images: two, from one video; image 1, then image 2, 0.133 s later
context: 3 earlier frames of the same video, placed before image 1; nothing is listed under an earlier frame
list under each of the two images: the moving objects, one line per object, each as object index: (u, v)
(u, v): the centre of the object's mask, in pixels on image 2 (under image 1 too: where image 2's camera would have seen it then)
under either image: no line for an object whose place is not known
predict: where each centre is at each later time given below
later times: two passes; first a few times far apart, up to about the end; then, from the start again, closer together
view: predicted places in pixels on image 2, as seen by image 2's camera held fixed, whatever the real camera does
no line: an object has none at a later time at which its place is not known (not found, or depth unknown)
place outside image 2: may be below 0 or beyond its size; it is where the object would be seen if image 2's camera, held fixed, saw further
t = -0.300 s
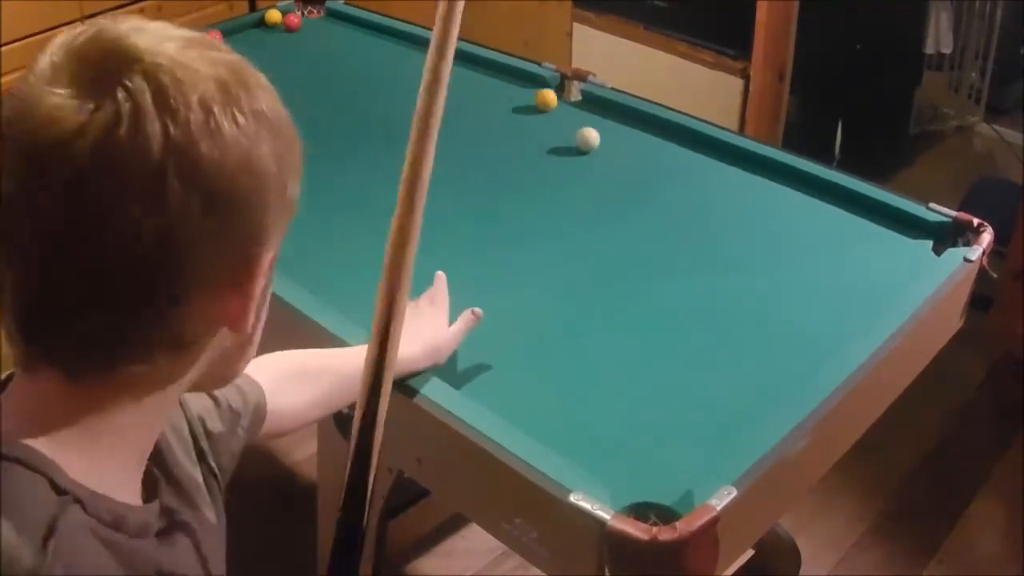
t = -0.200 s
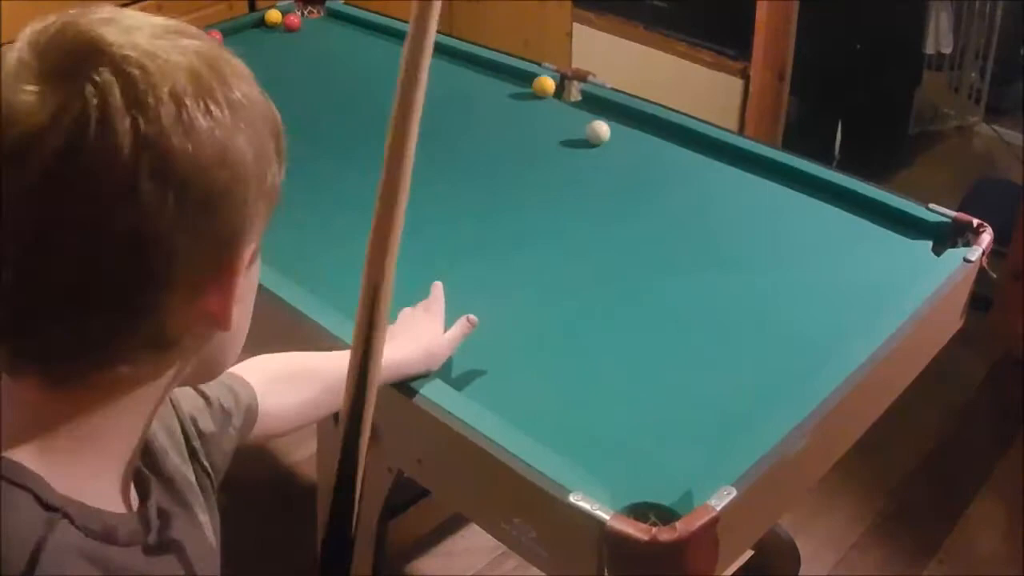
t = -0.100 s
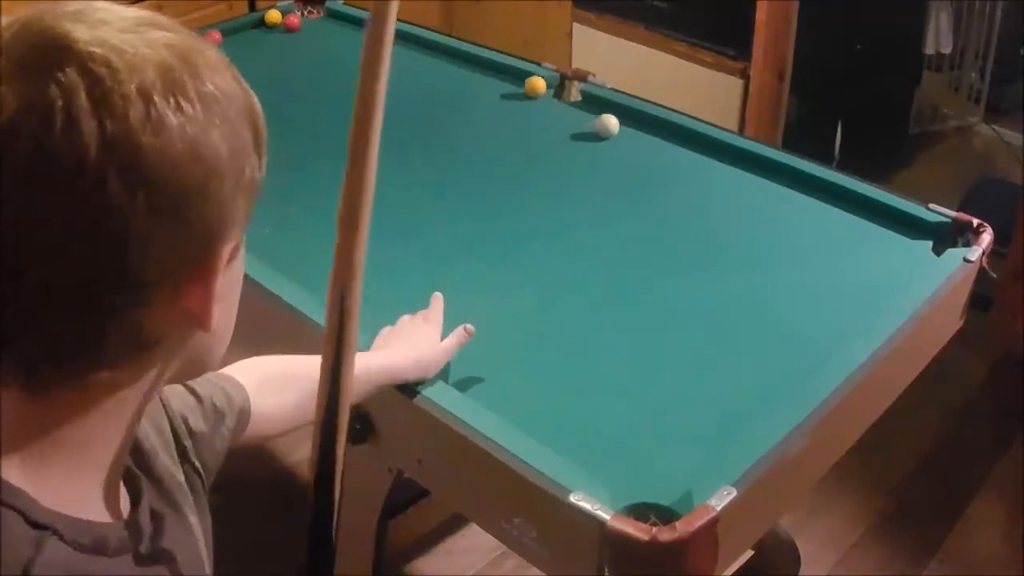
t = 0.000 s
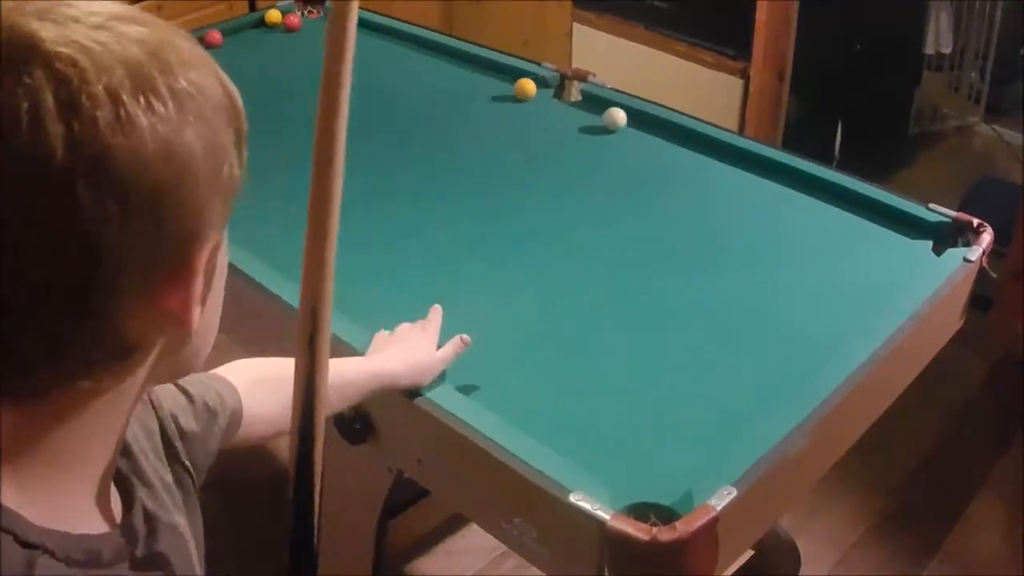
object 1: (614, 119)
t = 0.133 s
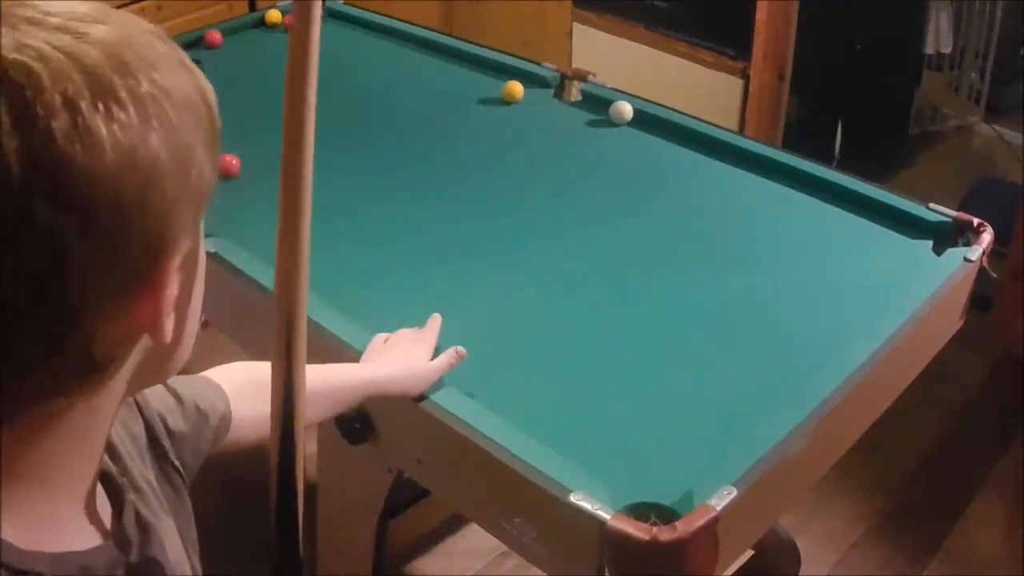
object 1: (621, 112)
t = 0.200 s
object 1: (616, 113)
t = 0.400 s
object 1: (604, 113)
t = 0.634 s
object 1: (593, 113)
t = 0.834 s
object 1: (587, 113)
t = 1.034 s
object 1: (584, 113)
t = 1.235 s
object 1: (583, 113)
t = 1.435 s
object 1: (583, 113)
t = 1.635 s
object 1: (583, 113)
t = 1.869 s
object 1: (583, 113)
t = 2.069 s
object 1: (583, 113)
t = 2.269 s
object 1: (583, 113)
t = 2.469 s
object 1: (583, 113)
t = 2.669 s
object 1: (583, 113)
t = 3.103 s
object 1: (584, 112)
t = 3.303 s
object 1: (583, 112)
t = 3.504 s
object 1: (583, 112)
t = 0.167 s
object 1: (618, 112)
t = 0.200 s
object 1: (616, 113)
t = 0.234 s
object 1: (614, 113)
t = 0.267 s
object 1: (612, 113)
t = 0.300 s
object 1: (610, 113)
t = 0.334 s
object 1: (608, 113)
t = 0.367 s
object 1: (606, 113)
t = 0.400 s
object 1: (604, 113)
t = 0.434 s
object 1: (602, 113)
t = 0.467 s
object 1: (600, 113)
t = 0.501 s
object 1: (599, 113)
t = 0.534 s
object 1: (597, 113)
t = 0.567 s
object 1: (596, 113)
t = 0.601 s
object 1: (594, 113)
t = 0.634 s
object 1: (593, 113)
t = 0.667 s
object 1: (592, 113)
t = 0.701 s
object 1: (590, 113)
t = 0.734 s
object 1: (589, 113)
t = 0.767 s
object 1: (589, 113)
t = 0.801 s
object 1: (590, 113)
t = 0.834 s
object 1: (587, 113)
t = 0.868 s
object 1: (587, 113)
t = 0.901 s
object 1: (586, 113)
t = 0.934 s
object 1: (586, 113)
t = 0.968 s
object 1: (585, 113)
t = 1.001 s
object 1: (585, 113)
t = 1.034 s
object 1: (584, 113)
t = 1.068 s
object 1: (584, 113)
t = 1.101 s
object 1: (584, 113)
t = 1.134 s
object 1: (583, 113)
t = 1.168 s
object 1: (584, 113)
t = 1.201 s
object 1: (583, 113)
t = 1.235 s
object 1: (583, 113)
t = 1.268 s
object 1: (583, 113)
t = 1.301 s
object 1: (583, 113)
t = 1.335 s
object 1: (583, 113)
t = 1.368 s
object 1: (583, 113)
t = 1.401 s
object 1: (583, 113)
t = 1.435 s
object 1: (583, 113)
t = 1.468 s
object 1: (583, 113)
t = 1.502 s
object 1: (583, 112)
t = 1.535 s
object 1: (583, 113)
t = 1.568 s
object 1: (583, 113)
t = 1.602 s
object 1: (583, 113)
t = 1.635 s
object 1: (583, 113)
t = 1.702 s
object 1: (583, 113)
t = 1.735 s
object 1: (583, 113)
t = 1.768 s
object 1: (583, 113)
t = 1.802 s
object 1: (583, 113)
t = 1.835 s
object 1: (583, 113)
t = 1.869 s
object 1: (583, 113)
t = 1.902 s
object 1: (583, 113)
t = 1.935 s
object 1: (583, 113)
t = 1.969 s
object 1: (583, 113)
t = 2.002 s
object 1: (583, 113)
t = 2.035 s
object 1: (583, 113)
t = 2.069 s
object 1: (583, 113)
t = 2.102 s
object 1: (583, 113)
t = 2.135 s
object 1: (583, 113)
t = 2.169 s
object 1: (583, 113)
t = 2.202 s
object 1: (583, 113)
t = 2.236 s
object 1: (583, 113)
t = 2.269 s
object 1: (583, 113)
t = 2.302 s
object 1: (583, 113)
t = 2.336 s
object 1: (583, 113)
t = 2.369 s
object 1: (583, 113)
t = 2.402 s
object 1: (583, 113)
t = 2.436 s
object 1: (583, 113)
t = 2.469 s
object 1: (583, 113)
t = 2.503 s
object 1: (583, 113)
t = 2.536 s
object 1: (583, 113)
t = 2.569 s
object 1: (583, 113)
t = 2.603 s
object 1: (583, 113)
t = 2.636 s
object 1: (583, 113)
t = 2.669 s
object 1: (583, 113)
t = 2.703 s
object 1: (583, 113)
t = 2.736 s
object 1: (583, 113)
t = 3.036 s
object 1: (584, 112)
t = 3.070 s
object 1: (584, 112)
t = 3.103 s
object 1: (584, 112)
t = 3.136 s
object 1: (583, 112)
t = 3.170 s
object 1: (583, 112)
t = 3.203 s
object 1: (583, 113)
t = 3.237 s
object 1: (583, 112)
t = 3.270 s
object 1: (583, 112)
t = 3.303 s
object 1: (583, 112)
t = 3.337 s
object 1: (583, 112)
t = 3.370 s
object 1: (583, 112)
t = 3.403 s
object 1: (583, 112)
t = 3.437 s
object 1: (583, 113)
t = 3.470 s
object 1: (583, 113)
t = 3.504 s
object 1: (583, 112)
